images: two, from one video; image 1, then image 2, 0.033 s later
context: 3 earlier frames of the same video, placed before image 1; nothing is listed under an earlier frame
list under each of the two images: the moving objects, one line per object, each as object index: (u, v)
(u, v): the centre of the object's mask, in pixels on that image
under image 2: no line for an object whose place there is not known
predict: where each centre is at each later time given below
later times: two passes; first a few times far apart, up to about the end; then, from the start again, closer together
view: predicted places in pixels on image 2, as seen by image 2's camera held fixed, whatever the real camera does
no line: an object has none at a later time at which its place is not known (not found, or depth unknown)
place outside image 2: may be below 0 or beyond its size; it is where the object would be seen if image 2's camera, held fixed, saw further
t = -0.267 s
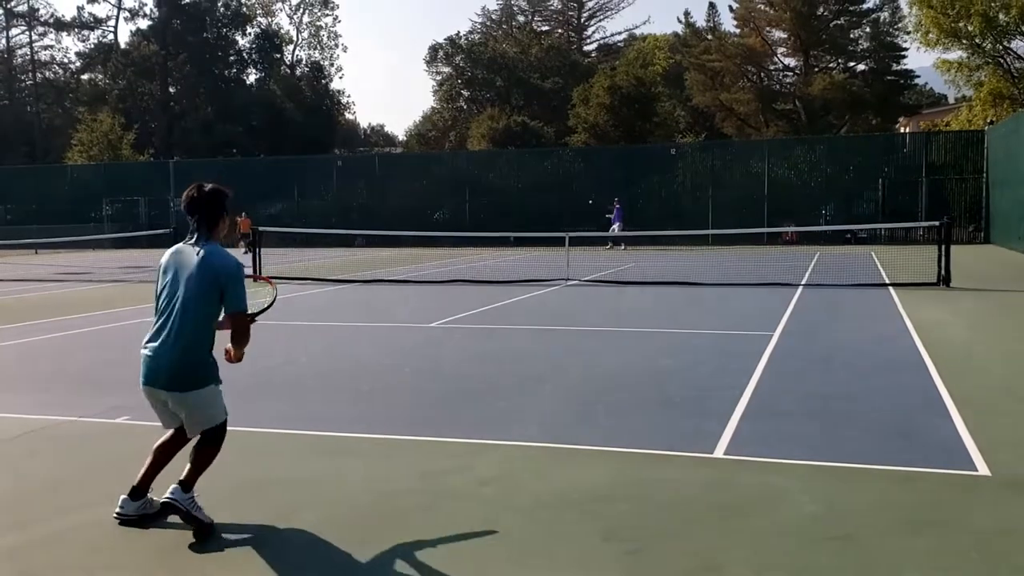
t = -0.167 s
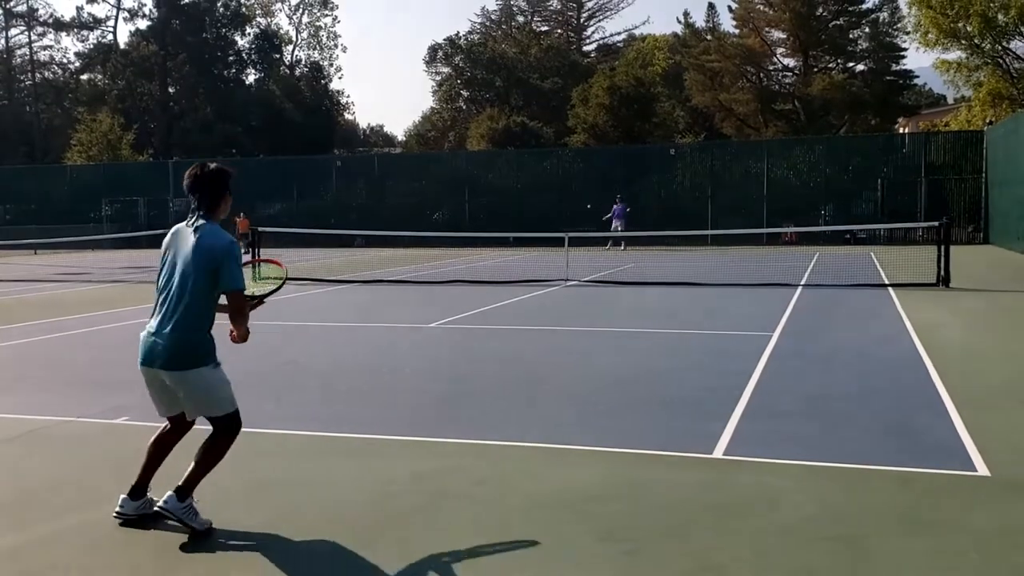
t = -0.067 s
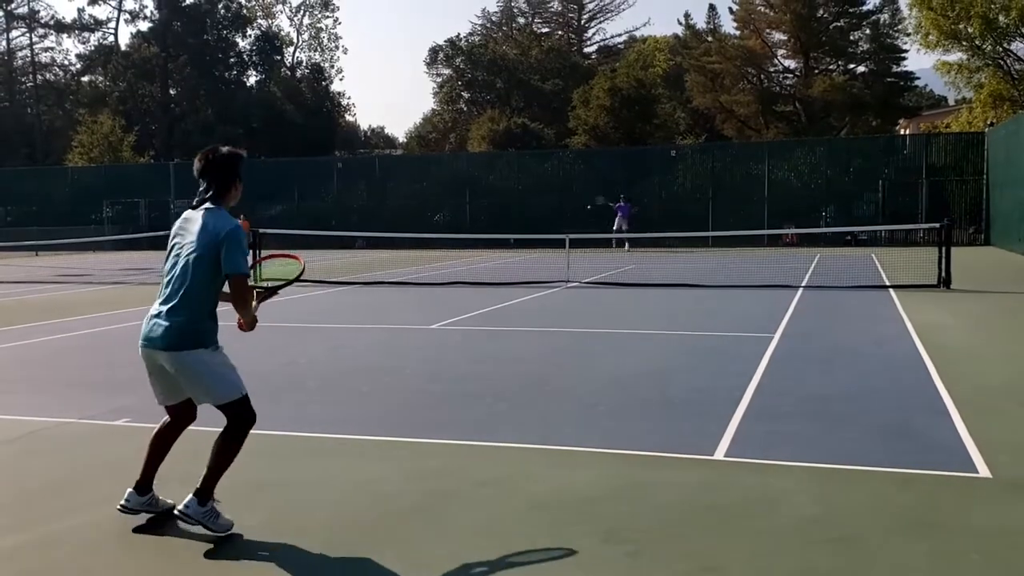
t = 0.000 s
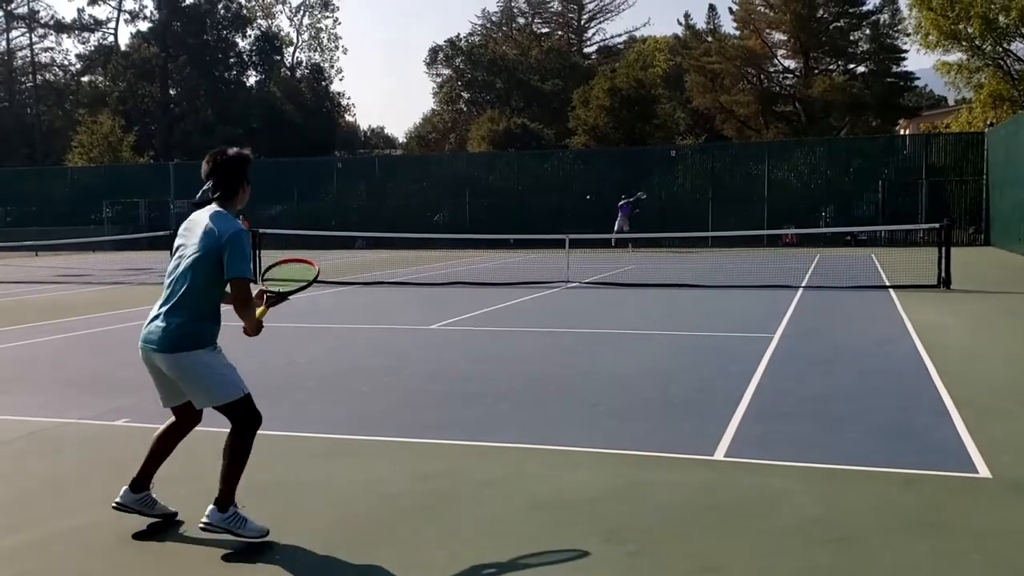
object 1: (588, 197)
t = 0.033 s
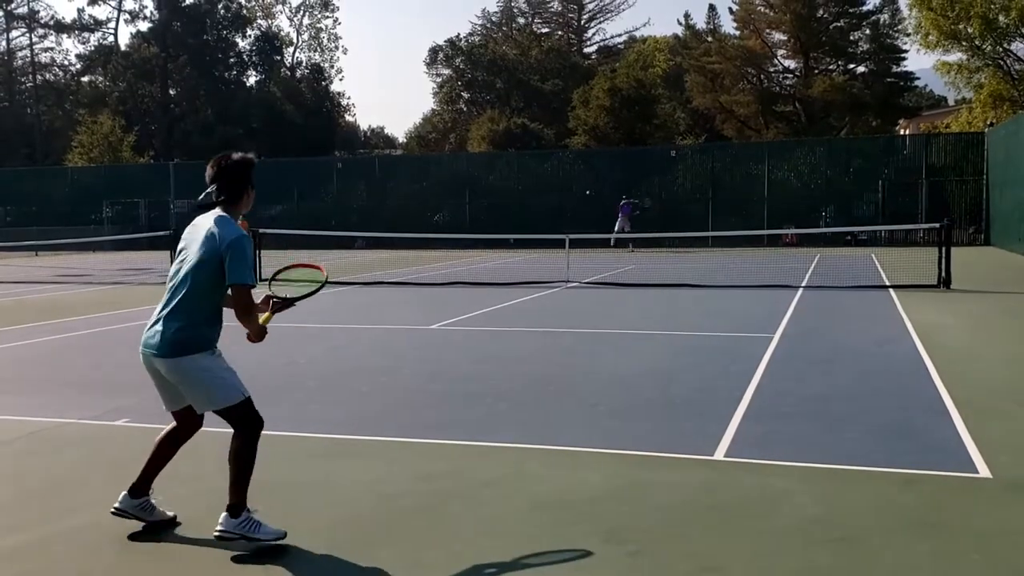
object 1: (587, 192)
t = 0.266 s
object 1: (583, 173)
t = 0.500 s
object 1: (573, 189)
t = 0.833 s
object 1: (527, 419)
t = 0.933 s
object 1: (506, 388)
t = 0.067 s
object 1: (587, 188)
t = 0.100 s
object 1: (586, 184)
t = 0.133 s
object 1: (586, 181)
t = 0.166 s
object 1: (585, 178)
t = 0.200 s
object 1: (584, 176)
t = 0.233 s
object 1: (584, 174)
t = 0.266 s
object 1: (583, 173)
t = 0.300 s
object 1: (582, 173)
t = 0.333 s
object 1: (581, 173)
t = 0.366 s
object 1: (580, 174)
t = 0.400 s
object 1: (578, 176)
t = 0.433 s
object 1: (577, 179)
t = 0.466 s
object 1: (575, 183)
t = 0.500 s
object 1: (573, 189)
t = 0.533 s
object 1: (571, 197)
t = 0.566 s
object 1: (568, 206)
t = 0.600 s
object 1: (565, 218)
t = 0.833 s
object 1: (527, 419)
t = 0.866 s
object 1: (520, 414)
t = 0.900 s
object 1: (514, 401)
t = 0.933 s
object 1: (506, 388)
